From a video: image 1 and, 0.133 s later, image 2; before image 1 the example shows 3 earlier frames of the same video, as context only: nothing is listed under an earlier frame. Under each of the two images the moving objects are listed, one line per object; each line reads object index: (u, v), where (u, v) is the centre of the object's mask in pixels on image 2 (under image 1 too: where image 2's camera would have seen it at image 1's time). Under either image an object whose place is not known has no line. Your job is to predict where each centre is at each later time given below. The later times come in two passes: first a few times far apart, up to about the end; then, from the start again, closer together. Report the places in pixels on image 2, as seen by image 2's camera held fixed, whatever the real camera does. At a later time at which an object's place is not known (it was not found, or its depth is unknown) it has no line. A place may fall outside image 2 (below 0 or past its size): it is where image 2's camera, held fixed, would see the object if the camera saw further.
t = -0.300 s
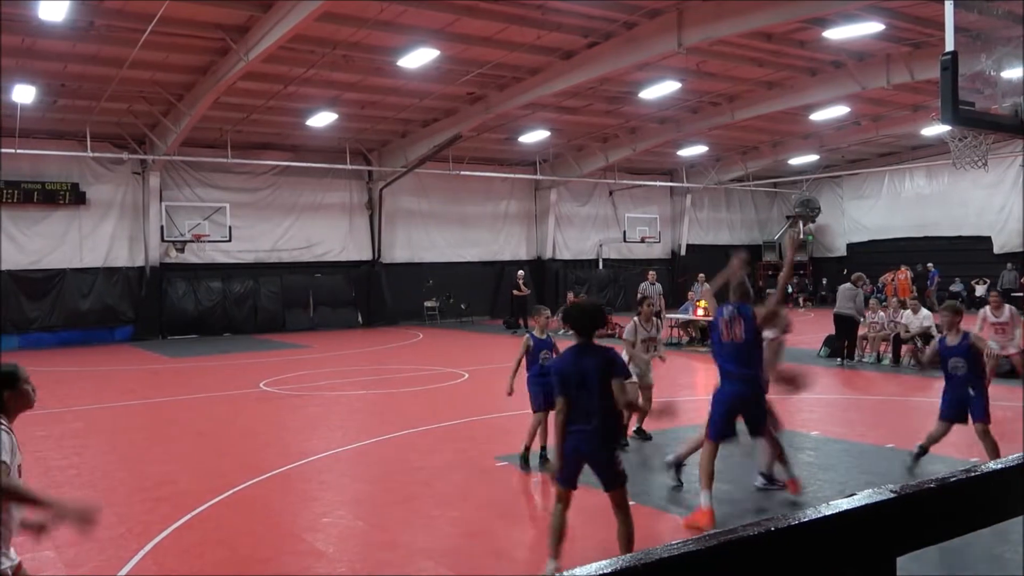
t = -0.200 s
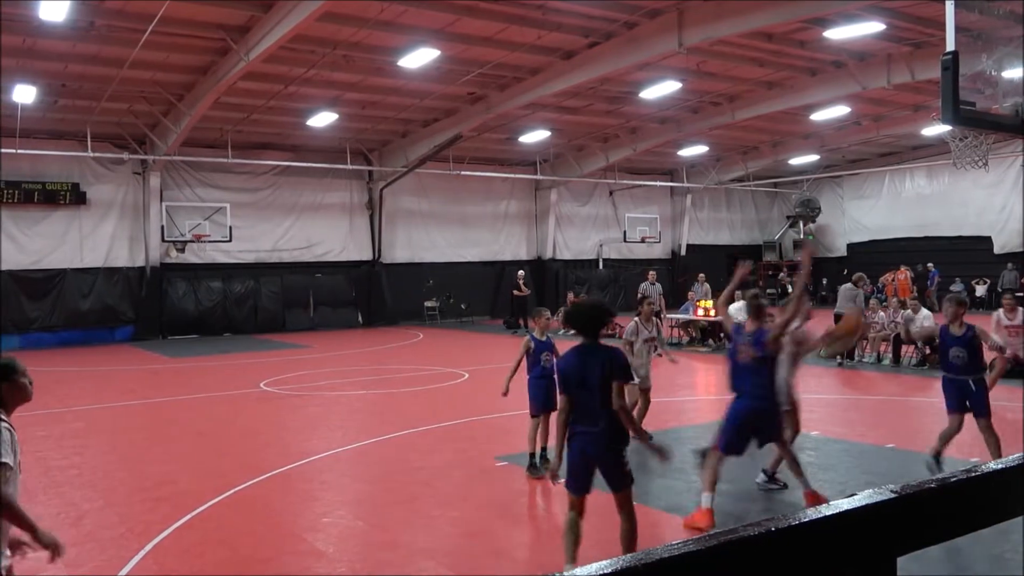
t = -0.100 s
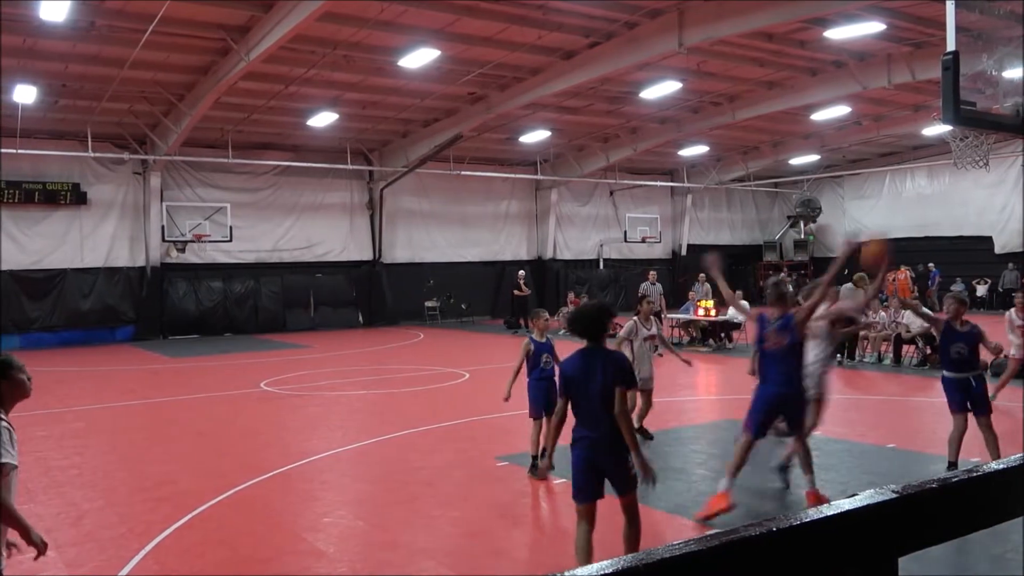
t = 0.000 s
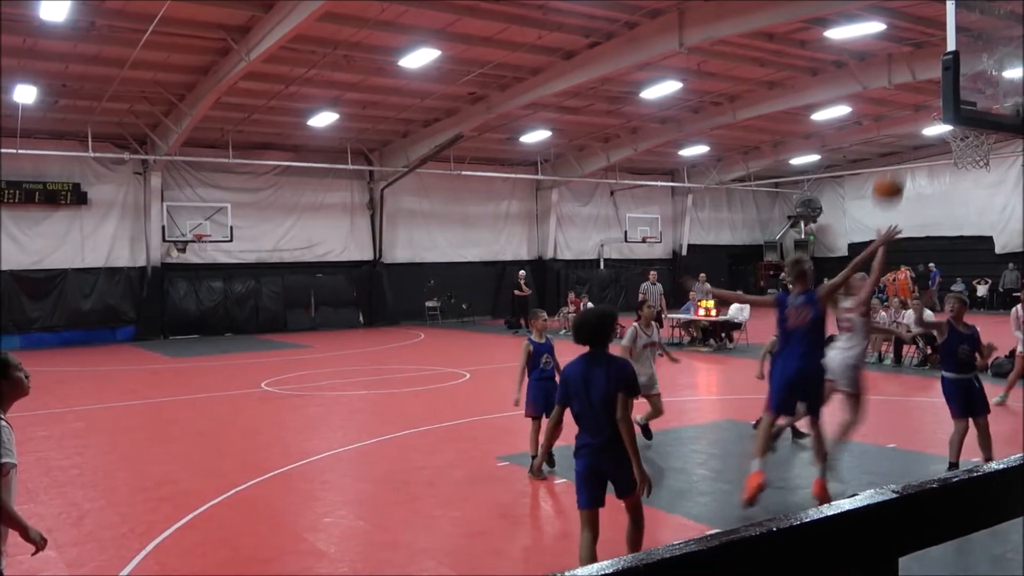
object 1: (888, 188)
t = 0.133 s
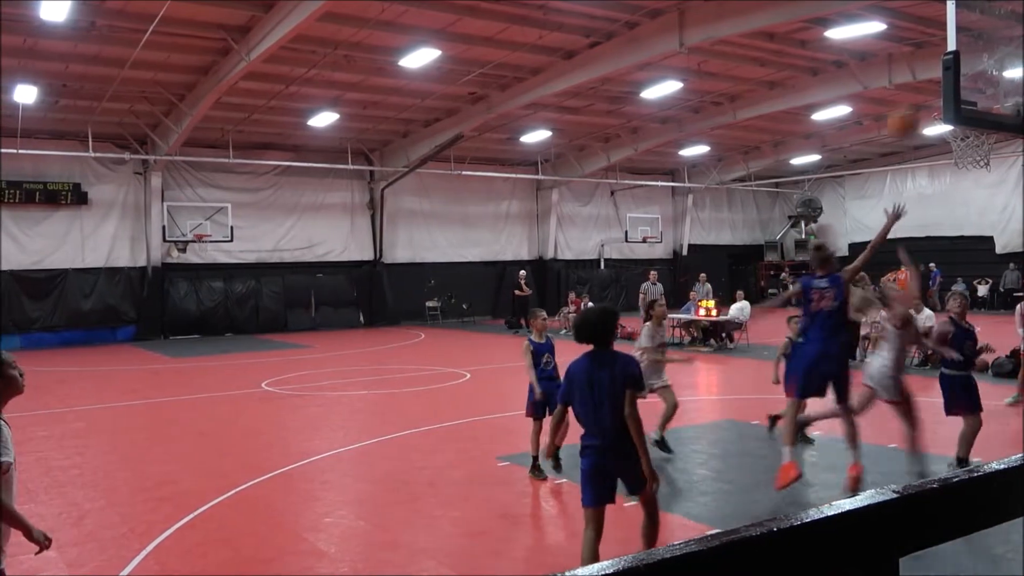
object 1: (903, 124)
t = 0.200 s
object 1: (910, 98)
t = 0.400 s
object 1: (931, 55)
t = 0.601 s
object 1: (969, 62)
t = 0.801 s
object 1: (983, 136)
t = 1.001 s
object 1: (985, 178)
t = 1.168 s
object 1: (976, 252)
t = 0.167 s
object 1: (907, 108)
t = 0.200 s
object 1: (910, 98)
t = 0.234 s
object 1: (916, 89)
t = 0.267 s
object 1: (919, 78)
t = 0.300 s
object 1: (922, 71)
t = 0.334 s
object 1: (925, 65)
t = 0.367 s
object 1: (928, 59)
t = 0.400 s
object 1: (931, 55)
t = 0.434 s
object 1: (933, 53)
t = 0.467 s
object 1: (935, 52)
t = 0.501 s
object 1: (937, 52)
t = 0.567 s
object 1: (966, 59)
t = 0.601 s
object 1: (969, 62)
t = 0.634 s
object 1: (969, 64)
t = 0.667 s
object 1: (975, 80)
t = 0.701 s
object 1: (977, 85)
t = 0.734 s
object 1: (982, 95)
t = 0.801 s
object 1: (983, 136)
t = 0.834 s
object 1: (989, 143)
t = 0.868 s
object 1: (989, 146)
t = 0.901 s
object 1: (988, 149)
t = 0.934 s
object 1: (987, 162)
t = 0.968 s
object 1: (986, 167)
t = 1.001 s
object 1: (985, 178)
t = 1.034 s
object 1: (985, 188)
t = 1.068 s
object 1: (984, 203)
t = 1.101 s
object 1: (982, 217)
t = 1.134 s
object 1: (980, 234)
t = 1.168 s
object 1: (976, 252)
